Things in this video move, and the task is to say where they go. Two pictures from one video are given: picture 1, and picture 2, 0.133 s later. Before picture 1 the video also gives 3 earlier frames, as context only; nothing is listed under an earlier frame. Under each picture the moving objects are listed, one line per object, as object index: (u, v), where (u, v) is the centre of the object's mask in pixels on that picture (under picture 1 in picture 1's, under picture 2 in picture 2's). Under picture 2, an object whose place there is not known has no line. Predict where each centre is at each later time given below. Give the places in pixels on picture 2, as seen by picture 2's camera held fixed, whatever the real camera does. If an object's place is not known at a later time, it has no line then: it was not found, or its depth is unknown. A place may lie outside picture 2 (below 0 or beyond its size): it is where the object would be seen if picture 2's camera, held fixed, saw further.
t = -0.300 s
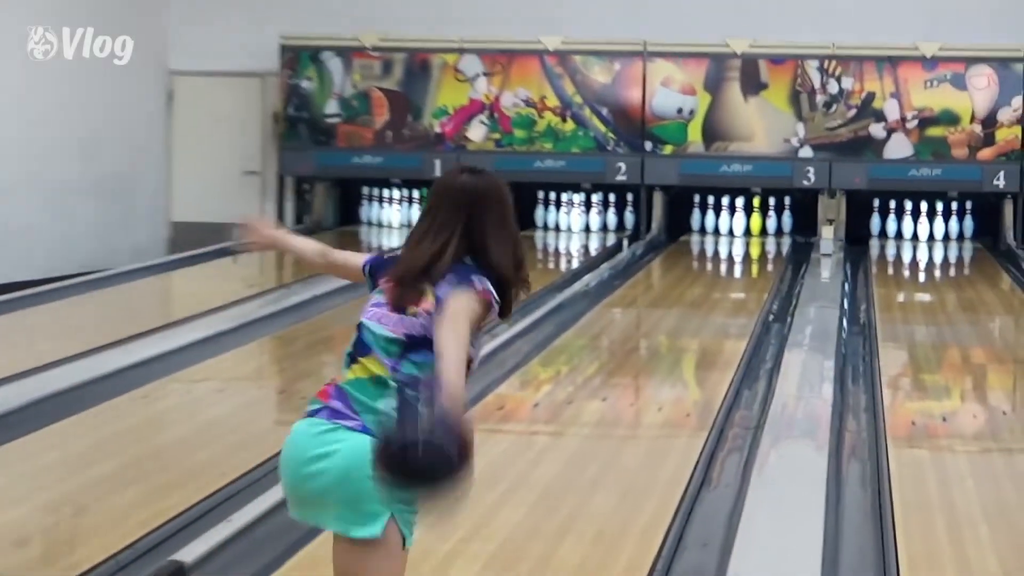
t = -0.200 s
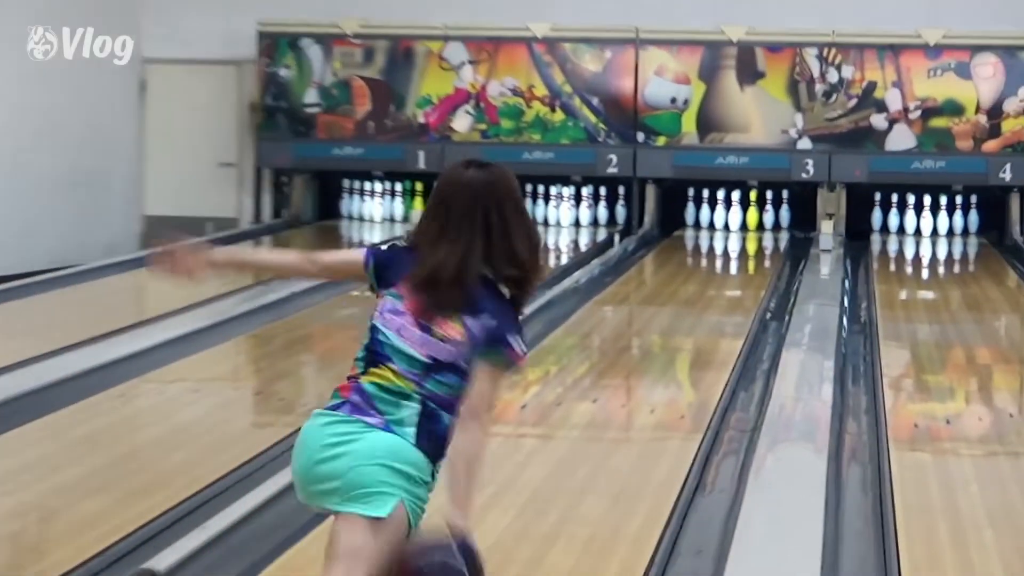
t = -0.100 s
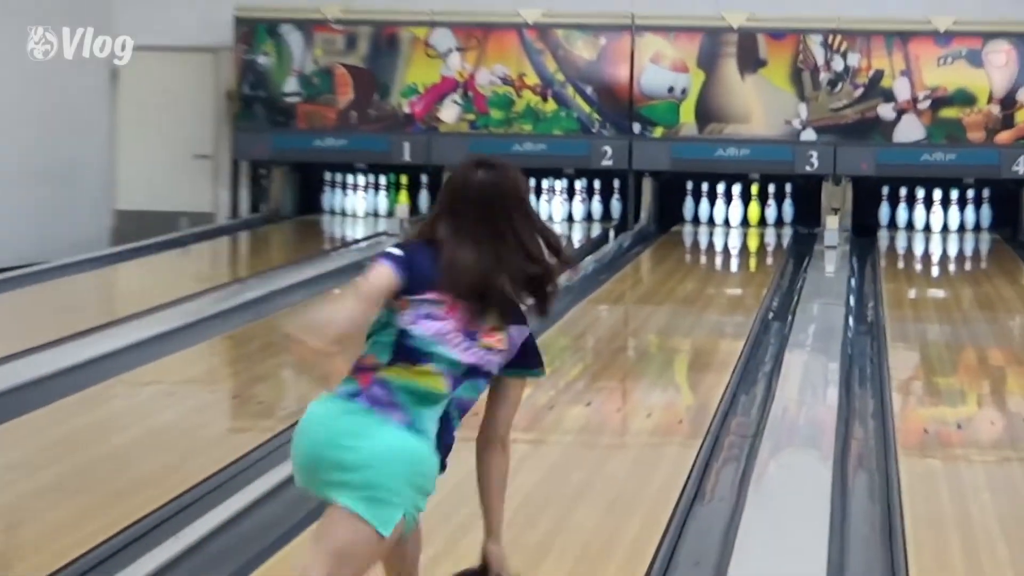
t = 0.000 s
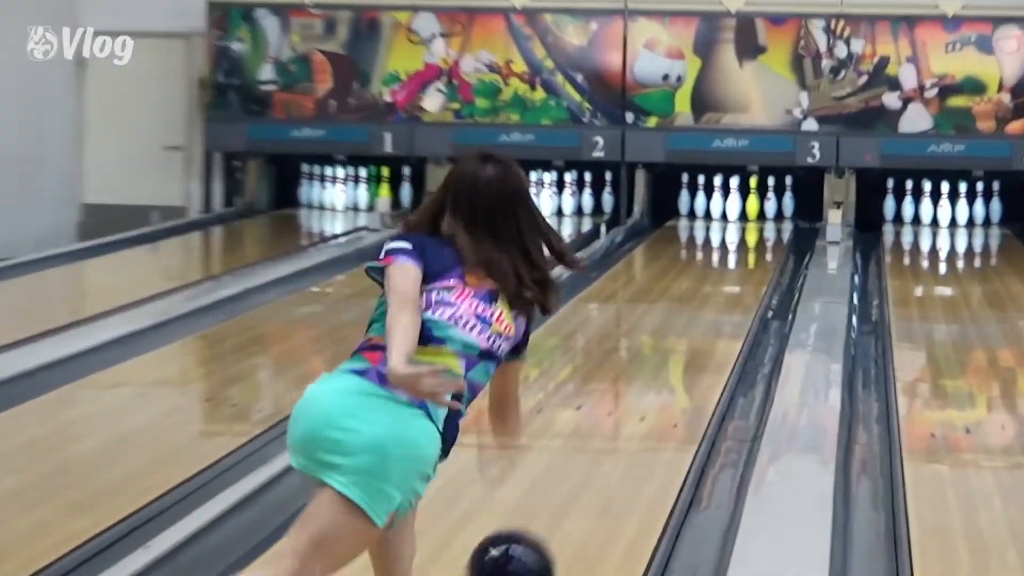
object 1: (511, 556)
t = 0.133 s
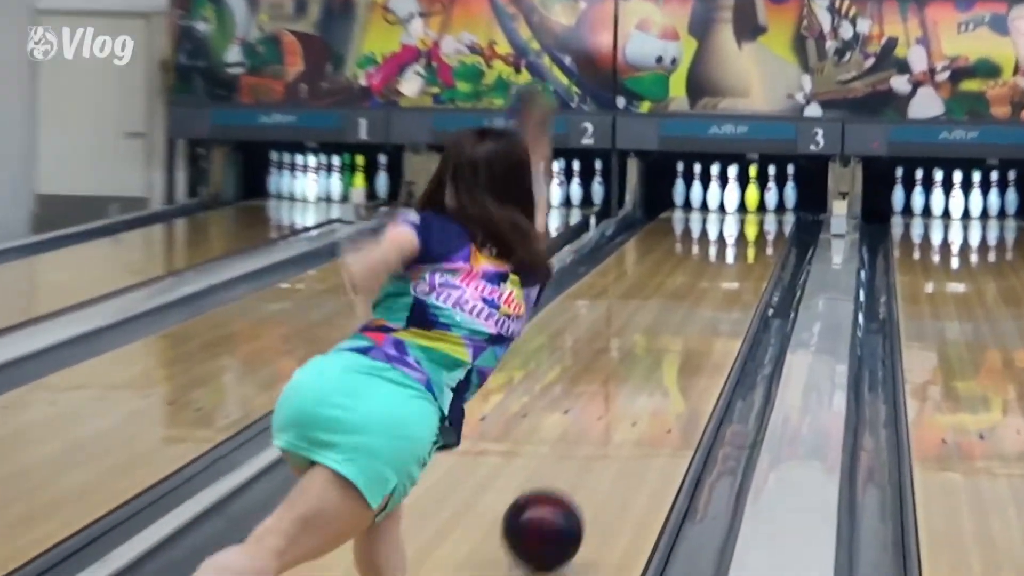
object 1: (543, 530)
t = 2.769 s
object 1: (745, 202)
